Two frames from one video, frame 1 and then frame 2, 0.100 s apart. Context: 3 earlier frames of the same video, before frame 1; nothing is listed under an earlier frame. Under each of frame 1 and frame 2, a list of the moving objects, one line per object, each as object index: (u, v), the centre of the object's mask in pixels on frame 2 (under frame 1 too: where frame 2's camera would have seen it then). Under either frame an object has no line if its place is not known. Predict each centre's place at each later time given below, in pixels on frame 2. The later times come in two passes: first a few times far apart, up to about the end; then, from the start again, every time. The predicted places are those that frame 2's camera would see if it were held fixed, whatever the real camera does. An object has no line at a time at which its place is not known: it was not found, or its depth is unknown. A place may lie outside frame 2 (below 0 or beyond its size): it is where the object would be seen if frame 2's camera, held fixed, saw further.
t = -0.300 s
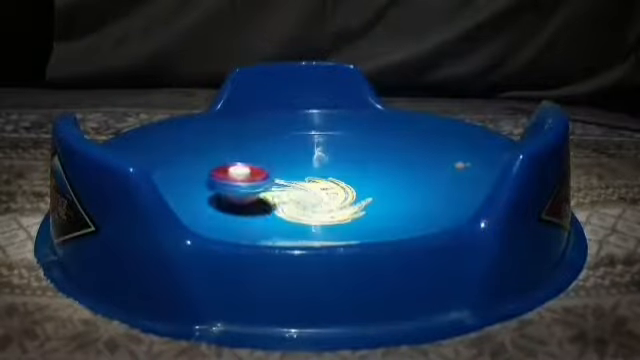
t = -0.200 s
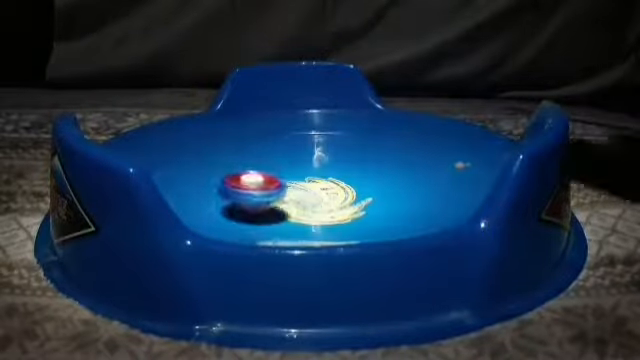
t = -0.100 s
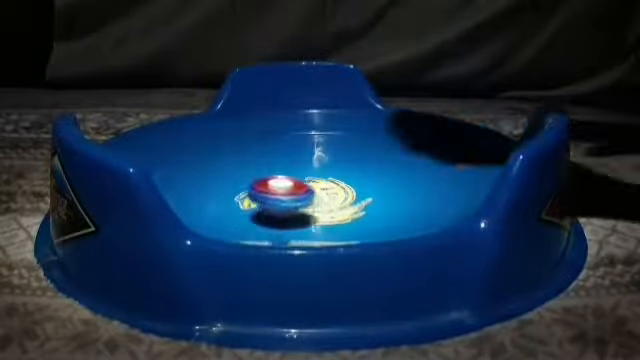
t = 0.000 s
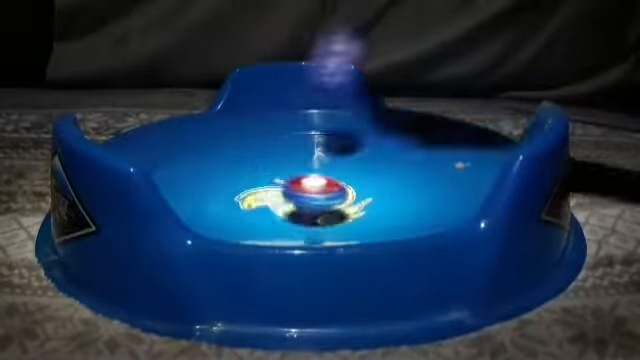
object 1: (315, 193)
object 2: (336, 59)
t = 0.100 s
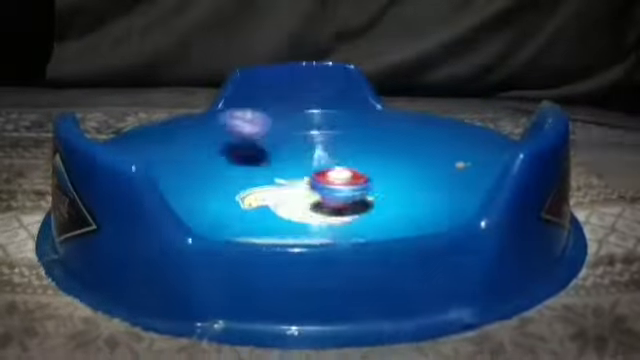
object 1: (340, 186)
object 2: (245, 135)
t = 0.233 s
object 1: (338, 172)
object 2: (145, 147)
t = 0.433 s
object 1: (278, 163)
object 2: (345, 209)
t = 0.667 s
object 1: (249, 181)
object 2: (347, 129)
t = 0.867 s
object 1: (307, 193)
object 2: (147, 137)
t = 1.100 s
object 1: (351, 174)
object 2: (361, 207)
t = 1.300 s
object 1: (302, 164)
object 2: (435, 138)
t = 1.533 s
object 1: (266, 181)
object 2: (202, 132)
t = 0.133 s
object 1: (344, 183)
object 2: (214, 140)
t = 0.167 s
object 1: (345, 179)
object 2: (185, 147)
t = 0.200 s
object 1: (343, 176)
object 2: (161, 140)
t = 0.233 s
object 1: (338, 172)
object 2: (145, 147)
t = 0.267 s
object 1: (332, 168)
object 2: (144, 156)
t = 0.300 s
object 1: (322, 166)
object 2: (160, 173)
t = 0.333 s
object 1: (312, 164)
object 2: (184, 193)
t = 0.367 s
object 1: (300, 162)
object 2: (230, 207)
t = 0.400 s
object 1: (289, 162)
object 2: (289, 216)
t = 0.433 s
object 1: (278, 163)
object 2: (345, 209)
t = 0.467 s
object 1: (269, 163)
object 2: (385, 203)
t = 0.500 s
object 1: (257, 166)
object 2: (410, 193)
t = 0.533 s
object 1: (251, 168)
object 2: (420, 179)
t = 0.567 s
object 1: (249, 171)
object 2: (416, 164)
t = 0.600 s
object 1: (247, 175)
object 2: (400, 151)
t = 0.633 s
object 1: (247, 178)
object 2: (376, 139)
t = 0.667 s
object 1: (249, 181)
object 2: (347, 129)
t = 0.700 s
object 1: (255, 185)
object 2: (314, 123)
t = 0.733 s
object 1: (262, 188)
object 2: (280, 119)
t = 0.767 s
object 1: (271, 191)
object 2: (244, 119)
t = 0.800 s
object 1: (283, 192)
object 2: (206, 121)
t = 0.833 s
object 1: (295, 192)
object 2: (174, 129)
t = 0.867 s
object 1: (307, 193)
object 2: (147, 137)
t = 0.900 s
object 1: (318, 192)
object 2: (140, 148)
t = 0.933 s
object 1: (329, 191)
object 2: (141, 156)
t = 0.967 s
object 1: (339, 188)
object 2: (166, 178)
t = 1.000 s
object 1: (346, 186)
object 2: (195, 201)
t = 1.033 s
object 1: (350, 182)
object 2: (244, 209)
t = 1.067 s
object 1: (351, 178)
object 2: (303, 209)
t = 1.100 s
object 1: (351, 174)
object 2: (361, 207)
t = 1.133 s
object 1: (348, 171)
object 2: (404, 199)
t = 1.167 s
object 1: (342, 168)
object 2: (437, 186)
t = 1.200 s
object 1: (333, 166)
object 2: (457, 178)
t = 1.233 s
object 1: (324, 164)
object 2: (460, 164)
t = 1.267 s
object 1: (313, 164)
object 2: (452, 150)
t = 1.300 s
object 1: (302, 164)
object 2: (435, 138)
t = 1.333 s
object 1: (291, 164)
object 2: (406, 129)
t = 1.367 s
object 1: (282, 166)
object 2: (373, 122)
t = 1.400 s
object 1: (275, 168)
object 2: (340, 117)
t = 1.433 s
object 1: (269, 171)
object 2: (302, 115)
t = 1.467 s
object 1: (265, 174)
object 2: (267, 117)
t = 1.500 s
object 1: (265, 178)
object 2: (232, 122)
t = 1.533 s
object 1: (266, 181)
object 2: (202, 132)
